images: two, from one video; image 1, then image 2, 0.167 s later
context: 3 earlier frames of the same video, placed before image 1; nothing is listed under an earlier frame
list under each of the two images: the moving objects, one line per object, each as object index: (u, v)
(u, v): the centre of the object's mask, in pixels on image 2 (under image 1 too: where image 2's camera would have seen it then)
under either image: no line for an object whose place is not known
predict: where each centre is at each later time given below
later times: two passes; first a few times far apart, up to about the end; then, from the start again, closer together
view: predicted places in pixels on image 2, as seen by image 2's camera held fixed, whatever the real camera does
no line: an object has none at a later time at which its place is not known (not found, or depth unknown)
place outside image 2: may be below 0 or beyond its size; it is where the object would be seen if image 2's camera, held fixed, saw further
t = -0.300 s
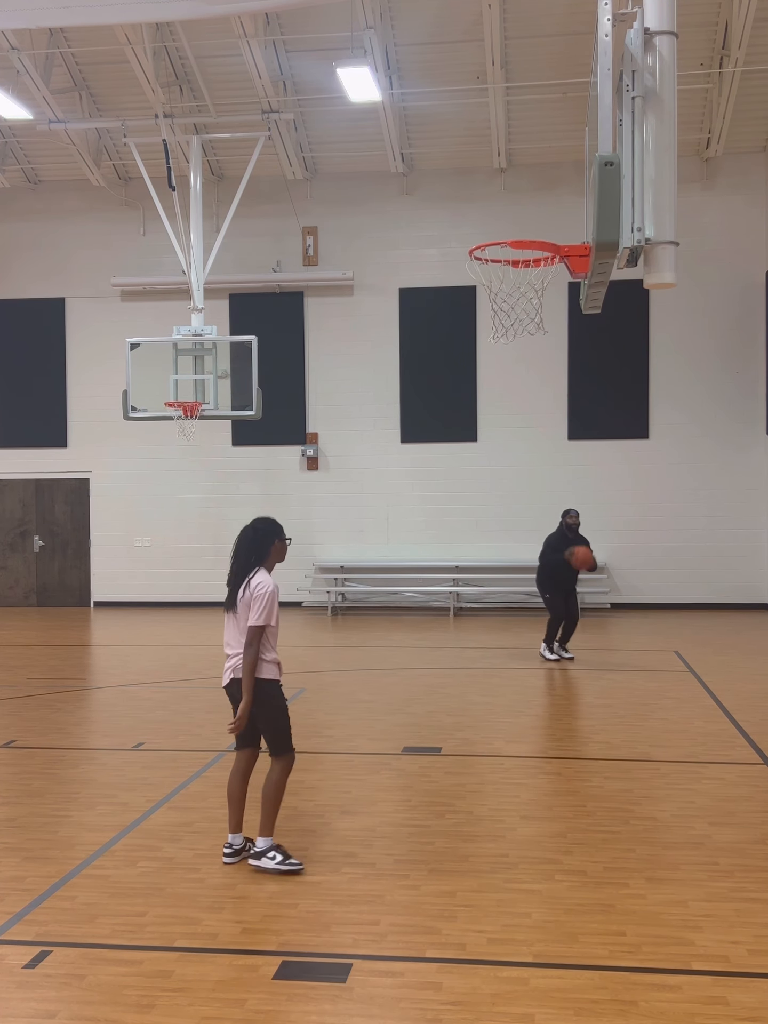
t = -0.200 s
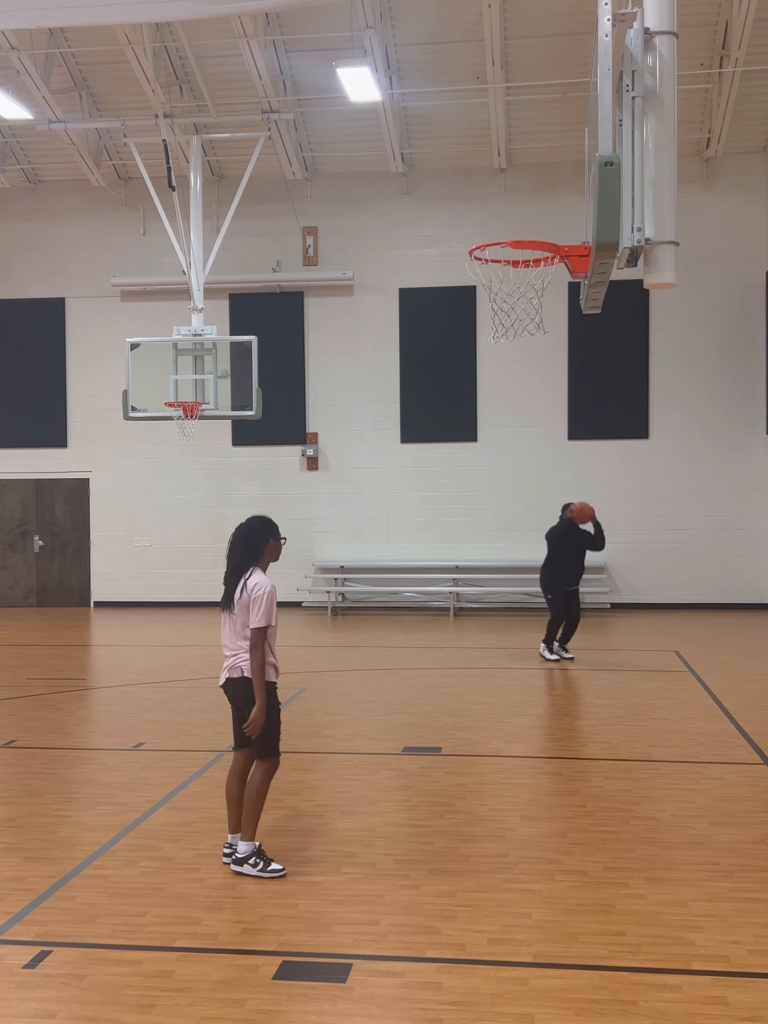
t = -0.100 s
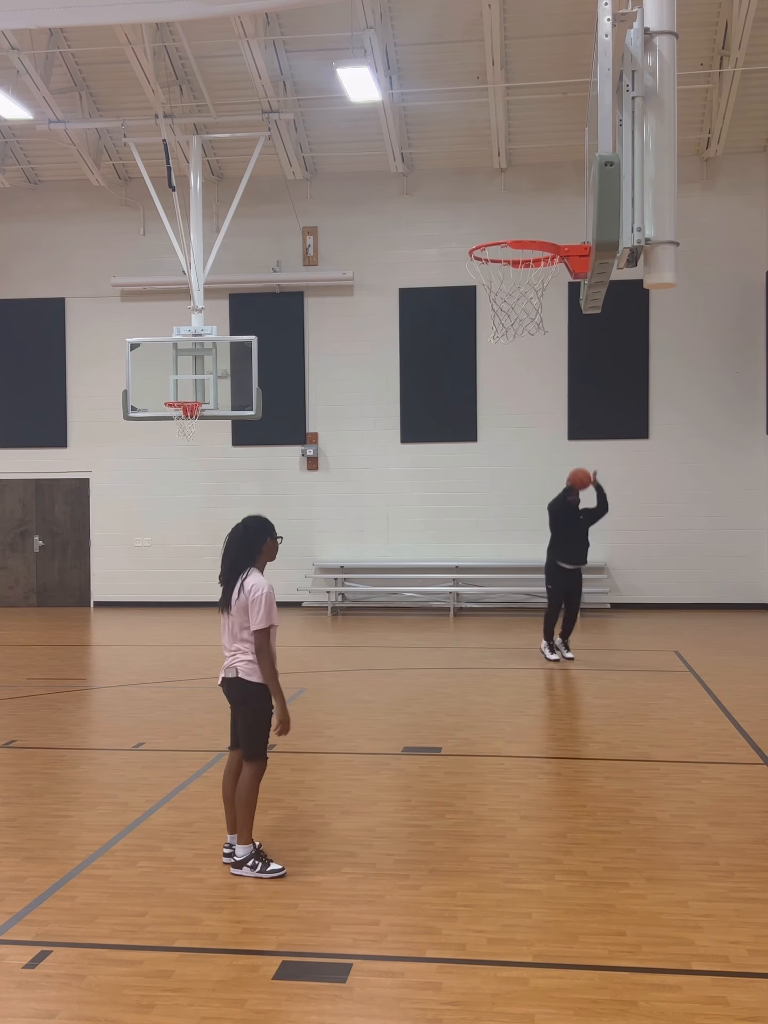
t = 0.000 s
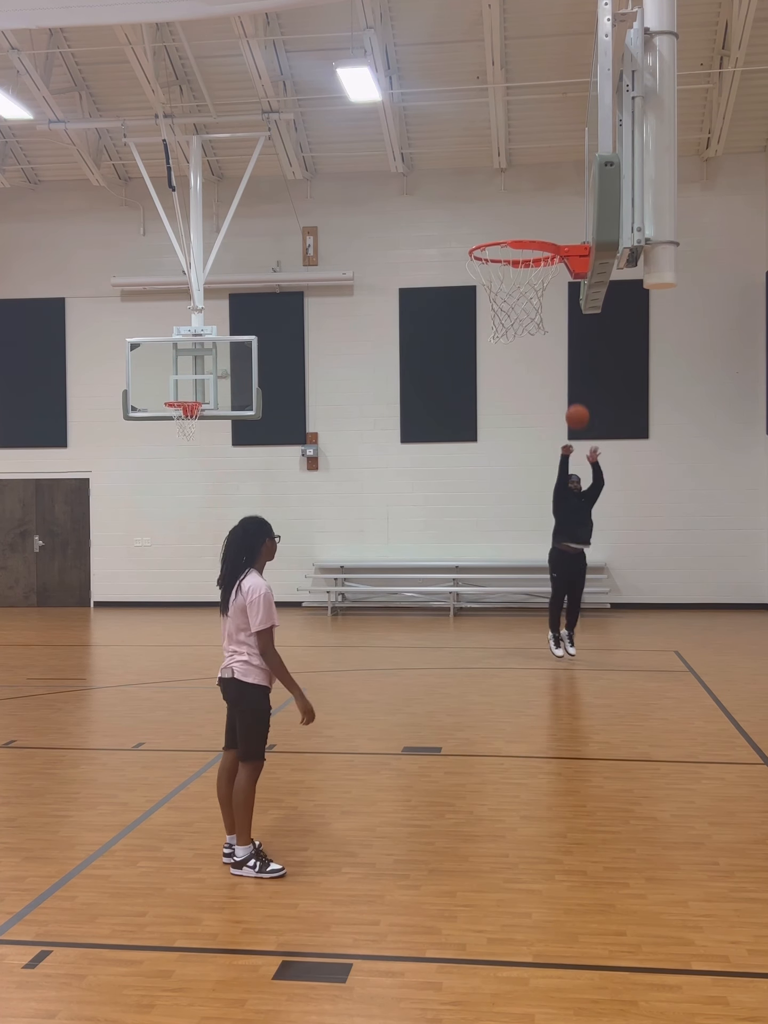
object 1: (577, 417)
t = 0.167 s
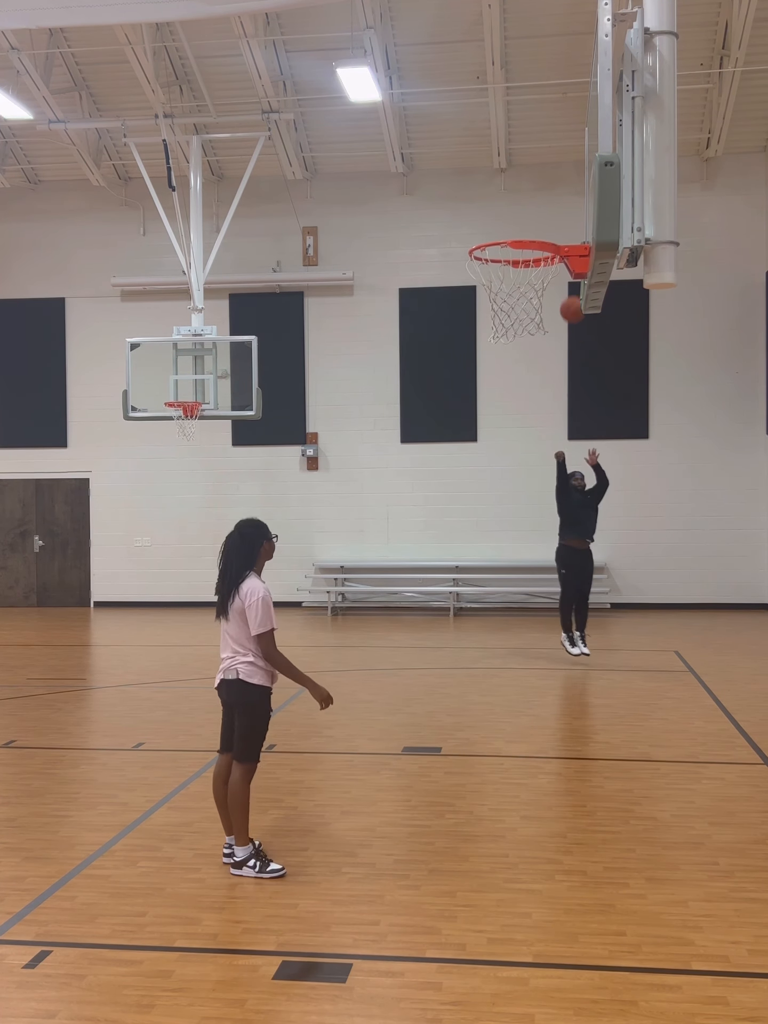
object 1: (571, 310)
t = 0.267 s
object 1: (570, 241)
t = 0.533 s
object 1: (560, 130)
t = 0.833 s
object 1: (547, 74)
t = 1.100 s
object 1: (532, 131)
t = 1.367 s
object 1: (514, 310)
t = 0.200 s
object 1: (570, 291)
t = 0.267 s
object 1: (570, 241)
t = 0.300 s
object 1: (569, 232)
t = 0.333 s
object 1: (567, 216)
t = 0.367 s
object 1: (567, 200)
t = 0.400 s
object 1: (566, 184)
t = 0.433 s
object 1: (564, 169)
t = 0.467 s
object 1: (563, 155)
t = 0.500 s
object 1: (562, 142)
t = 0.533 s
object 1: (560, 130)
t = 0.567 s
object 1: (559, 119)
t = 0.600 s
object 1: (558, 109)
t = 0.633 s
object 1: (556, 100)
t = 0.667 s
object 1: (555, 93)
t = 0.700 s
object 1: (554, 86)
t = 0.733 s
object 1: (552, 81)
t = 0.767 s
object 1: (550, 77)
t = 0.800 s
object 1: (549, 74)
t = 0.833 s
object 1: (547, 74)
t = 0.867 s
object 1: (545, 74)
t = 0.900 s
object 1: (543, 77)
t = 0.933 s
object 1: (541, 81)
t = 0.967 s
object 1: (540, 86)
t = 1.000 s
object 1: (538, 94)
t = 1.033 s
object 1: (536, 105)
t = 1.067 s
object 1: (534, 117)
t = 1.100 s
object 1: (532, 131)
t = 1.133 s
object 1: (529, 148)
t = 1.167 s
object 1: (527, 167)
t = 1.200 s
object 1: (524, 189)
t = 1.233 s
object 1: (522, 213)
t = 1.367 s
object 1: (514, 310)
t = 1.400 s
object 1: (513, 322)
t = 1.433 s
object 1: (512, 337)
